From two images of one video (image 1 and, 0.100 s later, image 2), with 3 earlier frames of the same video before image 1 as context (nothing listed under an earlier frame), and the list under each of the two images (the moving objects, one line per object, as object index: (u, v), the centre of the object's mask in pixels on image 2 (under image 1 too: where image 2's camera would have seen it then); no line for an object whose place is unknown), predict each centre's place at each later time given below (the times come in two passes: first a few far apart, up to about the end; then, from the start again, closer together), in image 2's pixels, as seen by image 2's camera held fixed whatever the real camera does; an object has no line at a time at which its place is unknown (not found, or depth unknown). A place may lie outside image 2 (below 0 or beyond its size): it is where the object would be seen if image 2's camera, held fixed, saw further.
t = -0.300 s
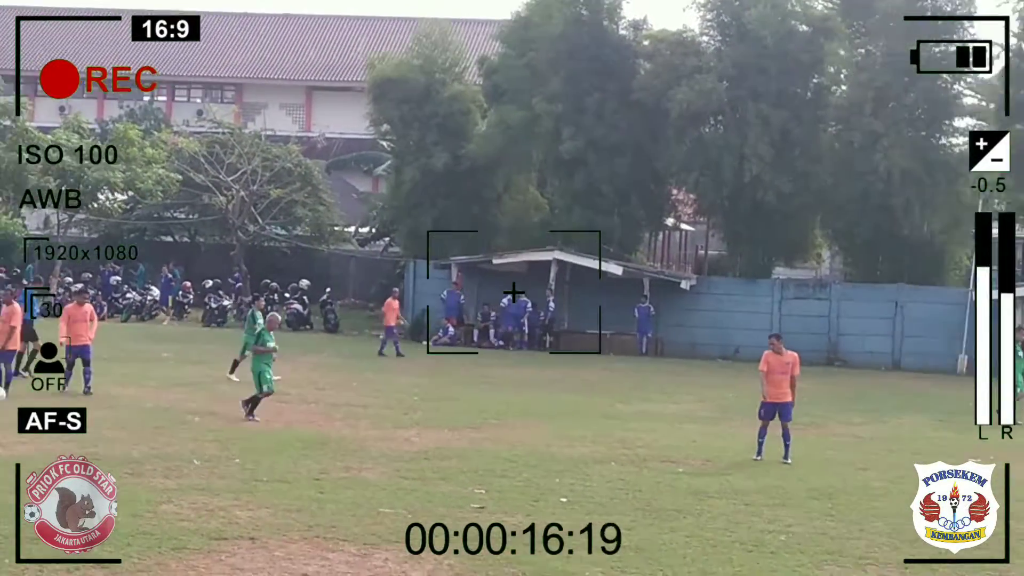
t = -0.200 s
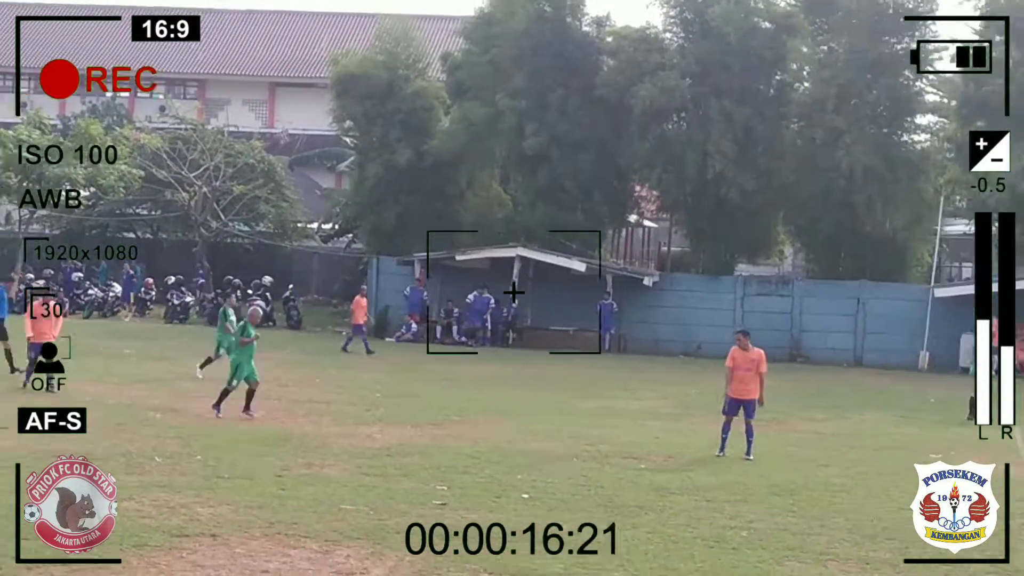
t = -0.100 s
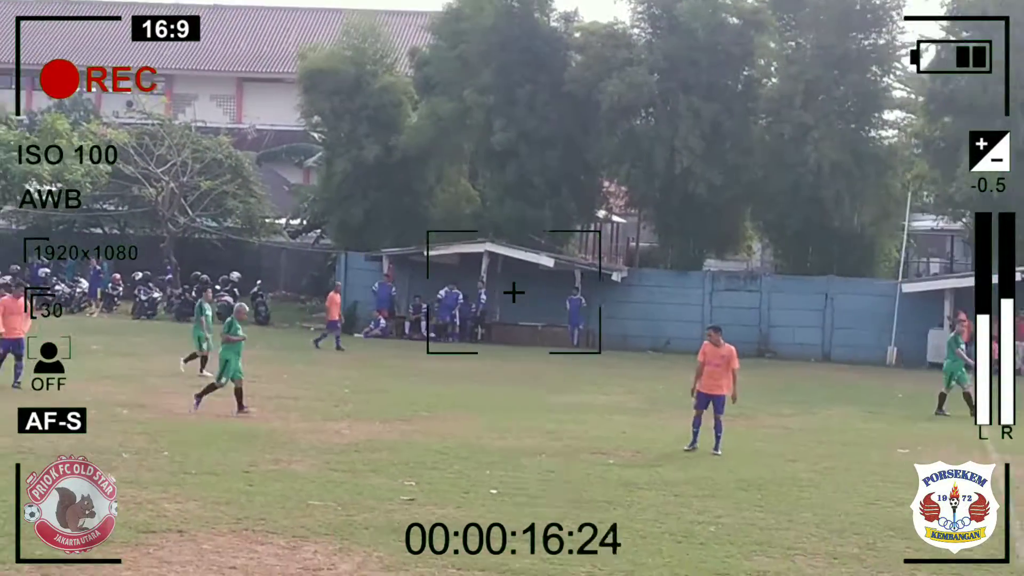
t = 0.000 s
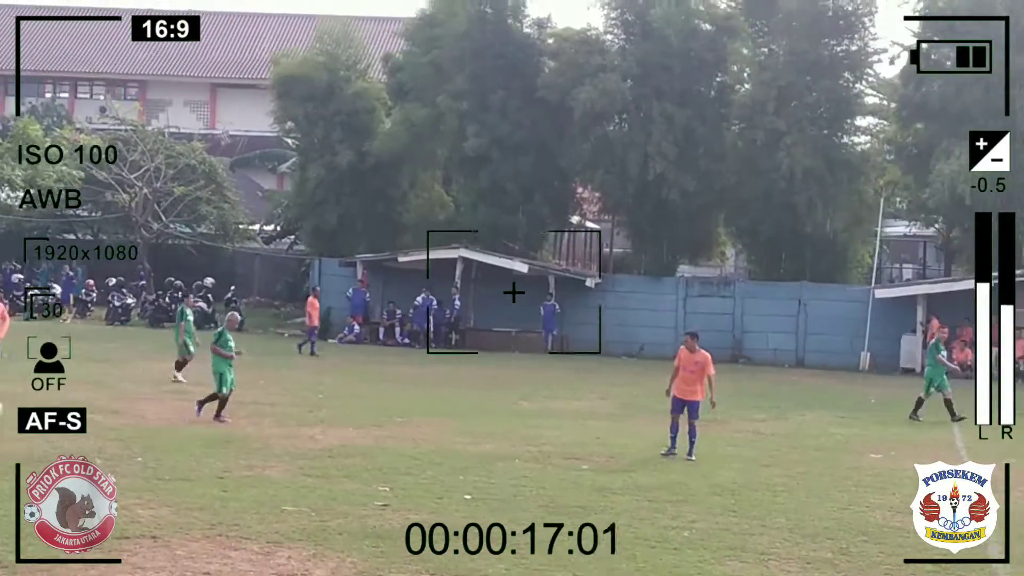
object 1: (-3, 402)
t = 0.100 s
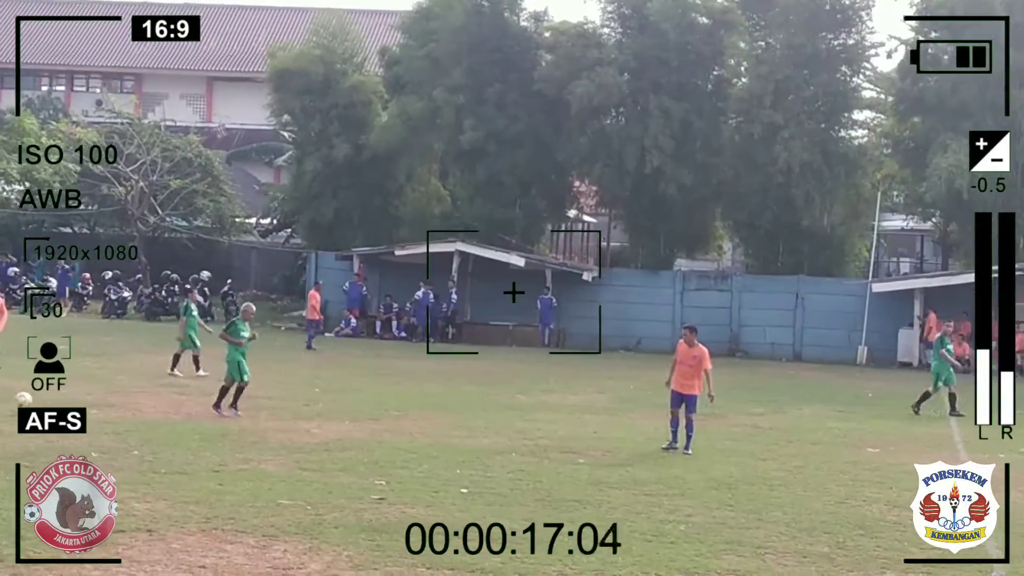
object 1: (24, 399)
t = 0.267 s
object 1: (79, 398)
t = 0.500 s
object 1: (156, 407)
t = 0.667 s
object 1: (213, 416)
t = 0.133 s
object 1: (34, 398)
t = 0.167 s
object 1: (46, 396)
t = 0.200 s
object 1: (57, 397)
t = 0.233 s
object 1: (68, 398)
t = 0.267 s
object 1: (79, 398)
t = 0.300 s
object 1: (90, 401)
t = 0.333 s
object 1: (101, 405)
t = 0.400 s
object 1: (123, 413)
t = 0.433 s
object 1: (133, 411)
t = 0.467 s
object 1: (146, 408)
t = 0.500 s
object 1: (156, 407)
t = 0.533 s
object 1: (168, 408)
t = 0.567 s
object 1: (179, 408)
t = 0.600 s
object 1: (190, 410)
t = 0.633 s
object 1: (201, 412)
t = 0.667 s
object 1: (213, 416)
